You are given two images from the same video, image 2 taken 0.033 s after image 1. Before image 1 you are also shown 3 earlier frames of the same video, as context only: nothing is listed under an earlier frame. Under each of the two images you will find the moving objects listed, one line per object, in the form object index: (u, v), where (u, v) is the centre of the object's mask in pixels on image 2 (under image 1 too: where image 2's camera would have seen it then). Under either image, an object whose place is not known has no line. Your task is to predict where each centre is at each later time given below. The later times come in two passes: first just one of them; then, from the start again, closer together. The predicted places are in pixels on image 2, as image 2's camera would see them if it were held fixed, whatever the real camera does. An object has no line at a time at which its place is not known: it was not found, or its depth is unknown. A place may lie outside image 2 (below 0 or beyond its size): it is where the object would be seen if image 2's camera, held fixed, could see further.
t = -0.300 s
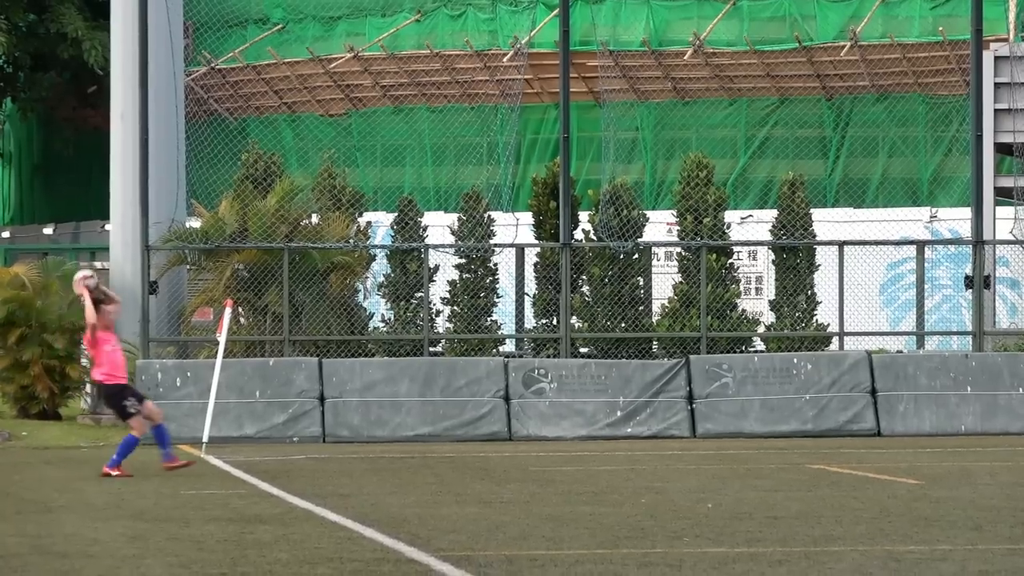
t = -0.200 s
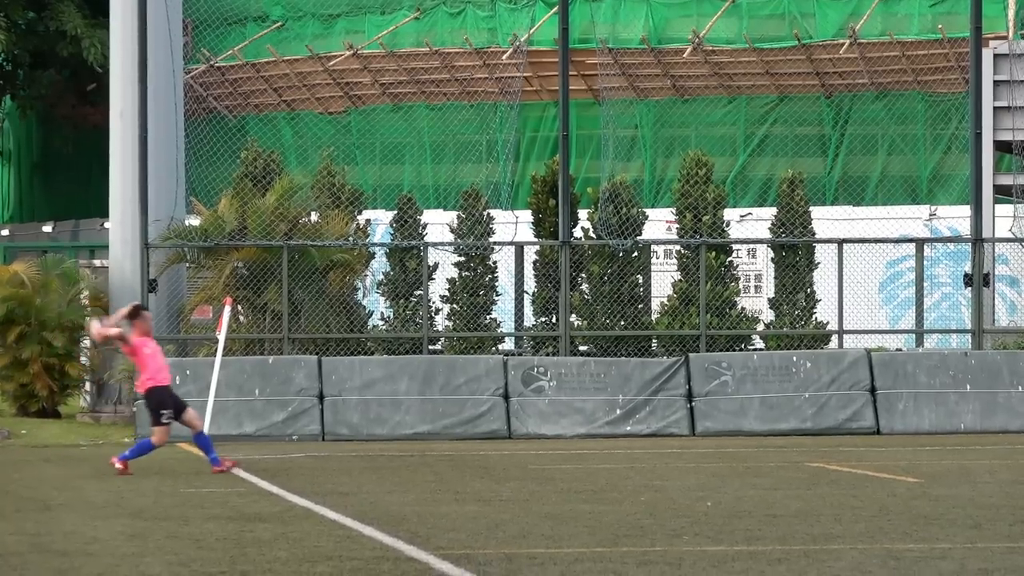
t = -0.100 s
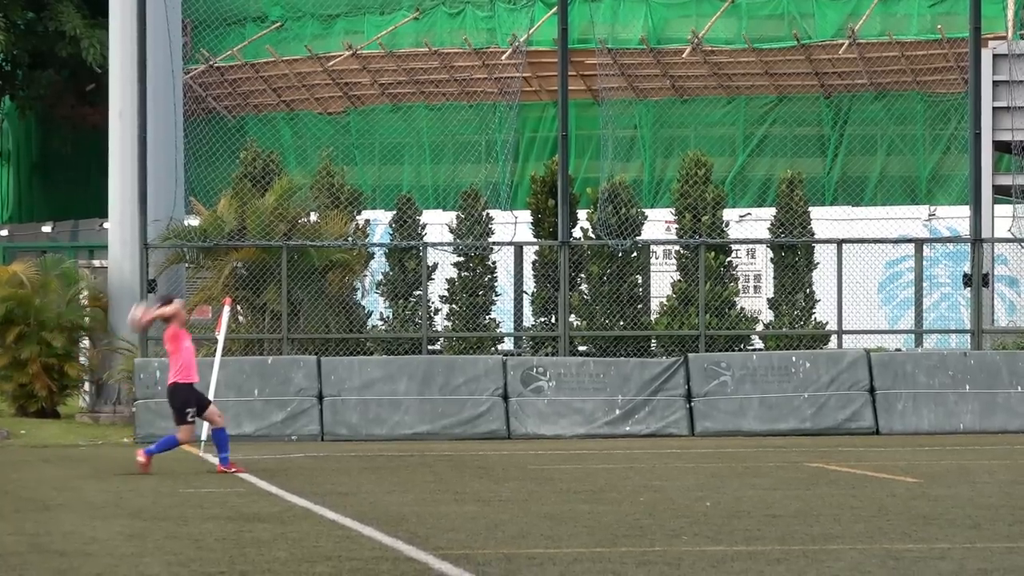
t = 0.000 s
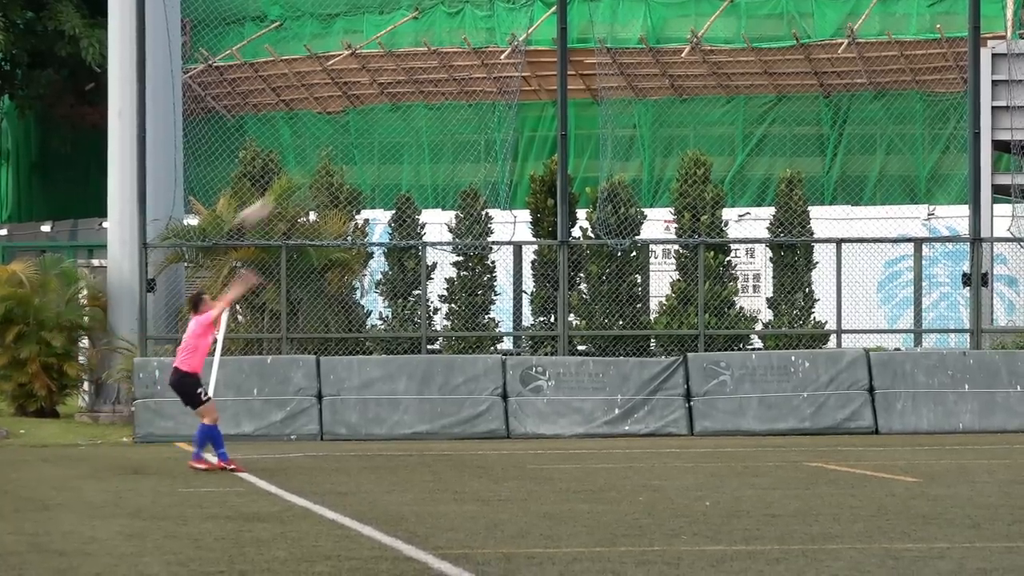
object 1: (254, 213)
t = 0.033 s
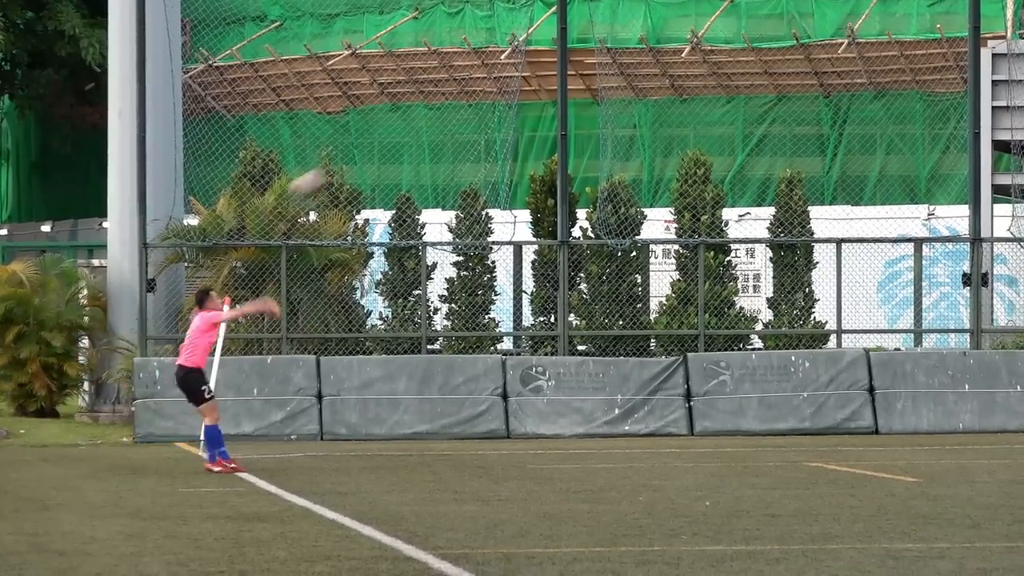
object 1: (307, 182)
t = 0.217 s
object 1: (591, 35)
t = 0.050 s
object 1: (335, 168)
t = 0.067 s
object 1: (362, 154)
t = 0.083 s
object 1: (387, 140)
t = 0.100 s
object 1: (413, 126)
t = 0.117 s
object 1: (438, 113)
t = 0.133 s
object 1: (462, 99)
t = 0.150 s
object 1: (488, 84)
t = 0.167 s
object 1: (512, 71)
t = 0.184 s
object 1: (536, 60)
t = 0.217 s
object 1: (591, 35)
